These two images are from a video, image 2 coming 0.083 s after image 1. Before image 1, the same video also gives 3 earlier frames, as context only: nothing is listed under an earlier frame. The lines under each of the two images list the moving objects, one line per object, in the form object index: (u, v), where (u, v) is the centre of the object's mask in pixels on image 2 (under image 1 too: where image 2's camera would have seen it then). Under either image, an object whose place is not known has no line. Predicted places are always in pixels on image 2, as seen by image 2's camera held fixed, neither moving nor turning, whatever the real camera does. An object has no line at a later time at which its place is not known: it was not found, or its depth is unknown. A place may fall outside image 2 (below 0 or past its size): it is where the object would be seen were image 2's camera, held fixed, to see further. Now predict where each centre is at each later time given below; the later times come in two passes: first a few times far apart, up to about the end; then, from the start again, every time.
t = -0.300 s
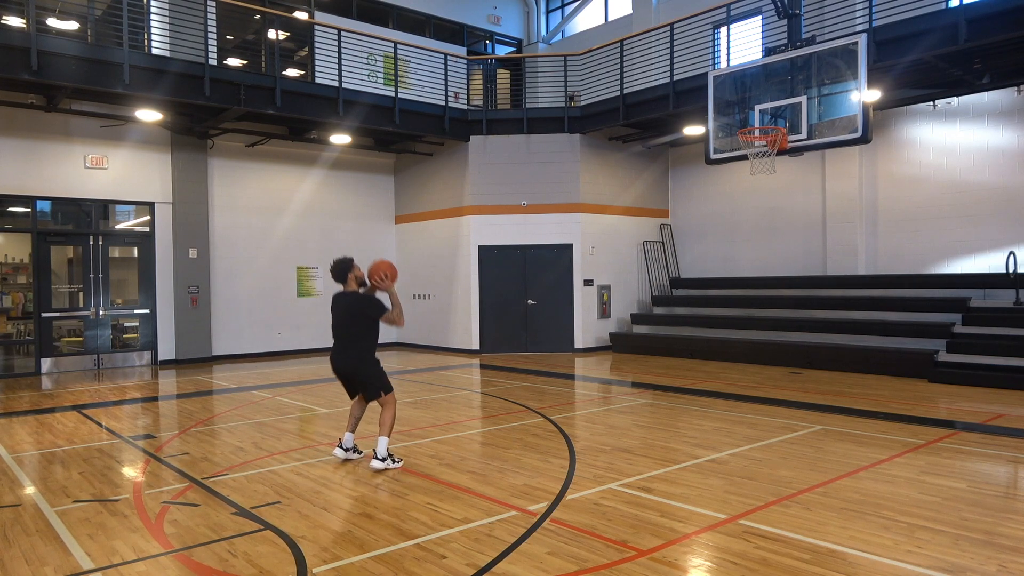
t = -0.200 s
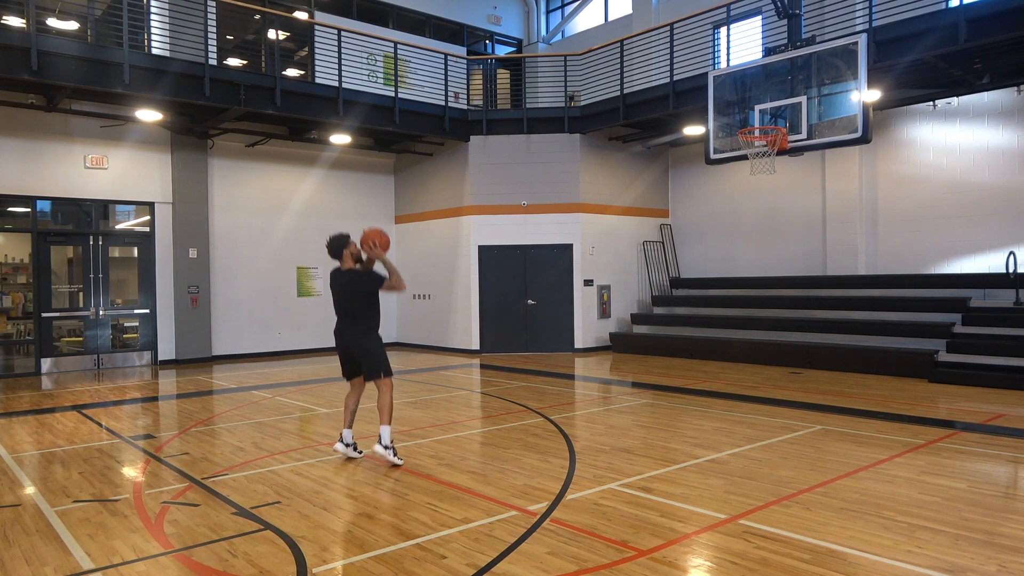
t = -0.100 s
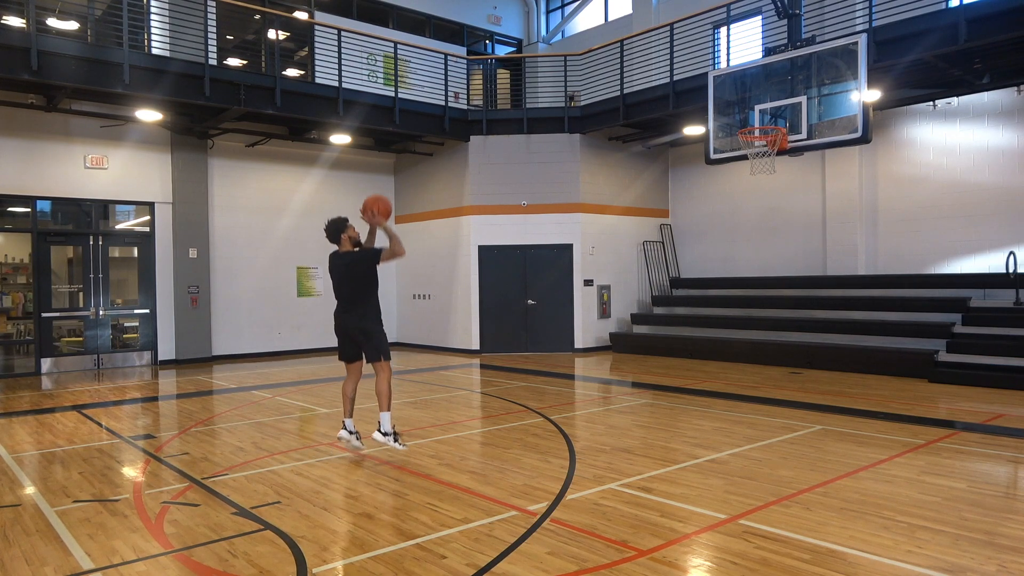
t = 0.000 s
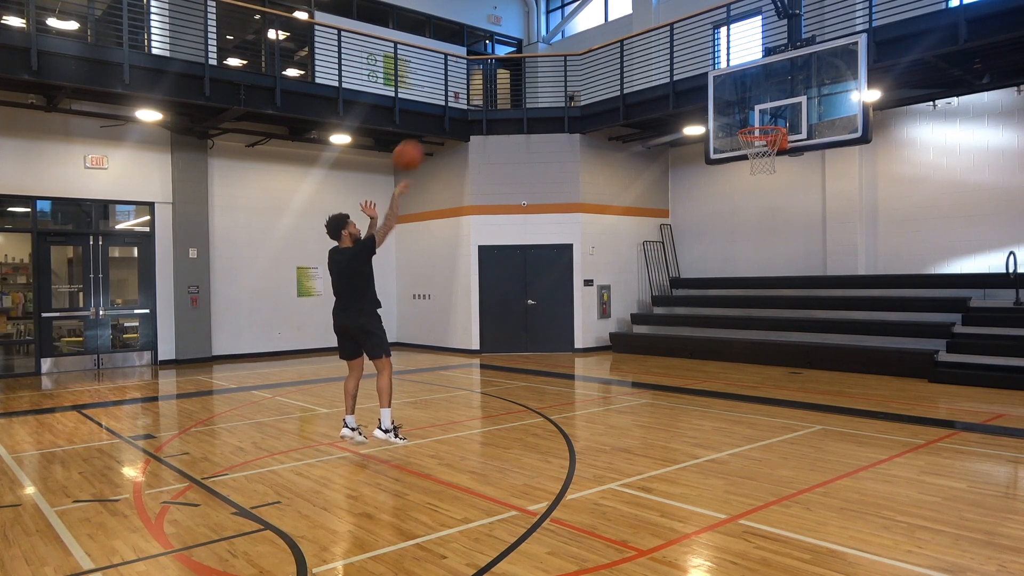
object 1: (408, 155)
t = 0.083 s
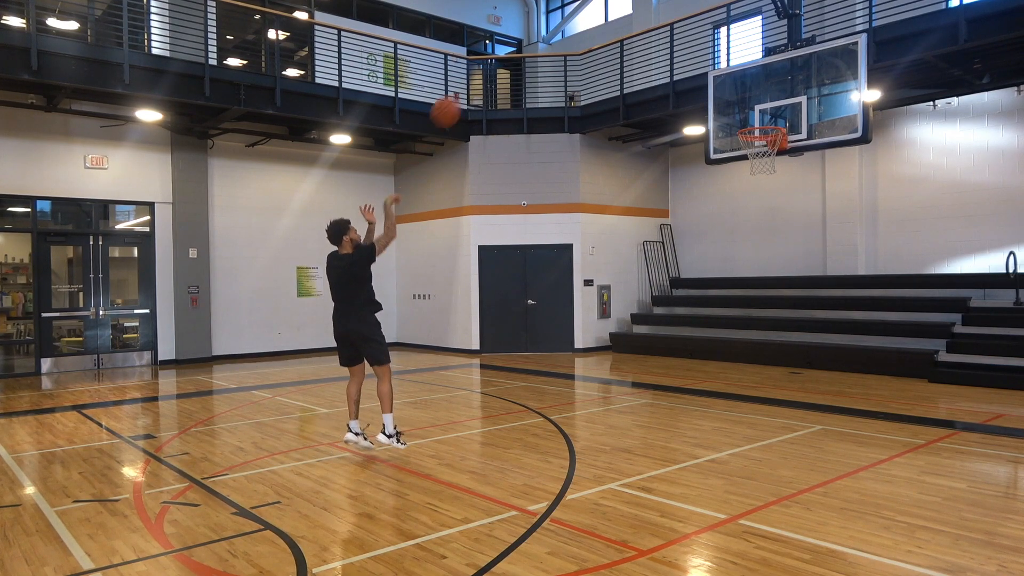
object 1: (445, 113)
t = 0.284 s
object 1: (532, 41)
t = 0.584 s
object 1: (645, 23)
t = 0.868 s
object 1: (735, 87)
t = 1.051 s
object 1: (766, 152)
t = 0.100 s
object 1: (453, 104)
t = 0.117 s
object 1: (462, 95)
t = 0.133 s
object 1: (469, 88)
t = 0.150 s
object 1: (477, 82)
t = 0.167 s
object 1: (484, 74)
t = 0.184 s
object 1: (491, 70)
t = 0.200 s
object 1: (497, 64)
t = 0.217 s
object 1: (505, 58)
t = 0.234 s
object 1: (512, 54)
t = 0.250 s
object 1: (519, 49)
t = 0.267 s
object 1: (526, 45)
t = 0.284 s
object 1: (532, 41)
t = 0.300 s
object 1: (539, 38)
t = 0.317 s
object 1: (546, 34)
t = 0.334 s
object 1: (553, 32)
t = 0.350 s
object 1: (559, 29)
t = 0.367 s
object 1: (565, 27)
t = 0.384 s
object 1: (572, 25)
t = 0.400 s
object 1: (578, 23)
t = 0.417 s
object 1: (585, 22)
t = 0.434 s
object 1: (591, 21)
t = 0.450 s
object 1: (597, 20)
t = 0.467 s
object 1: (603, 20)
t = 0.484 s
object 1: (609, 20)
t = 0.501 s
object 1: (615, 20)
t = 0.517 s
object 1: (621, 20)
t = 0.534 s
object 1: (627, 21)
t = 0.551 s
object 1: (633, 21)
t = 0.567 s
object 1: (639, 22)
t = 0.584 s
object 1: (645, 23)
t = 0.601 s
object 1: (650, 25)
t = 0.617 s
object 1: (656, 27)
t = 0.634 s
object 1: (662, 29)
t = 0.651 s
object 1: (667, 32)
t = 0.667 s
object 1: (673, 35)
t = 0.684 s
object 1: (678, 38)
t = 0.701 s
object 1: (683, 41)
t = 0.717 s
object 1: (689, 45)
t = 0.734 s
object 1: (694, 48)
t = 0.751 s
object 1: (699, 52)
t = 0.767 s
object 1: (704, 56)
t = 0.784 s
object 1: (709, 61)
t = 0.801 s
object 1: (714, 66)
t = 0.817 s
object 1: (720, 72)
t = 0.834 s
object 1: (726, 77)
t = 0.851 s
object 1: (730, 82)
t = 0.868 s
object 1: (735, 87)
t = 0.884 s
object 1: (740, 92)
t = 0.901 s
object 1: (745, 98)
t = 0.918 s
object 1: (748, 104)
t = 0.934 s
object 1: (754, 110)
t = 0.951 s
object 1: (758, 117)
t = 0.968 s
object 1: (765, 120)
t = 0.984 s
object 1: (769, 123)
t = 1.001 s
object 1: (768, 137)
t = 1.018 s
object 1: (768, 140)
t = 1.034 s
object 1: (768, 143)
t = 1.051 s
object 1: (766, 152)
